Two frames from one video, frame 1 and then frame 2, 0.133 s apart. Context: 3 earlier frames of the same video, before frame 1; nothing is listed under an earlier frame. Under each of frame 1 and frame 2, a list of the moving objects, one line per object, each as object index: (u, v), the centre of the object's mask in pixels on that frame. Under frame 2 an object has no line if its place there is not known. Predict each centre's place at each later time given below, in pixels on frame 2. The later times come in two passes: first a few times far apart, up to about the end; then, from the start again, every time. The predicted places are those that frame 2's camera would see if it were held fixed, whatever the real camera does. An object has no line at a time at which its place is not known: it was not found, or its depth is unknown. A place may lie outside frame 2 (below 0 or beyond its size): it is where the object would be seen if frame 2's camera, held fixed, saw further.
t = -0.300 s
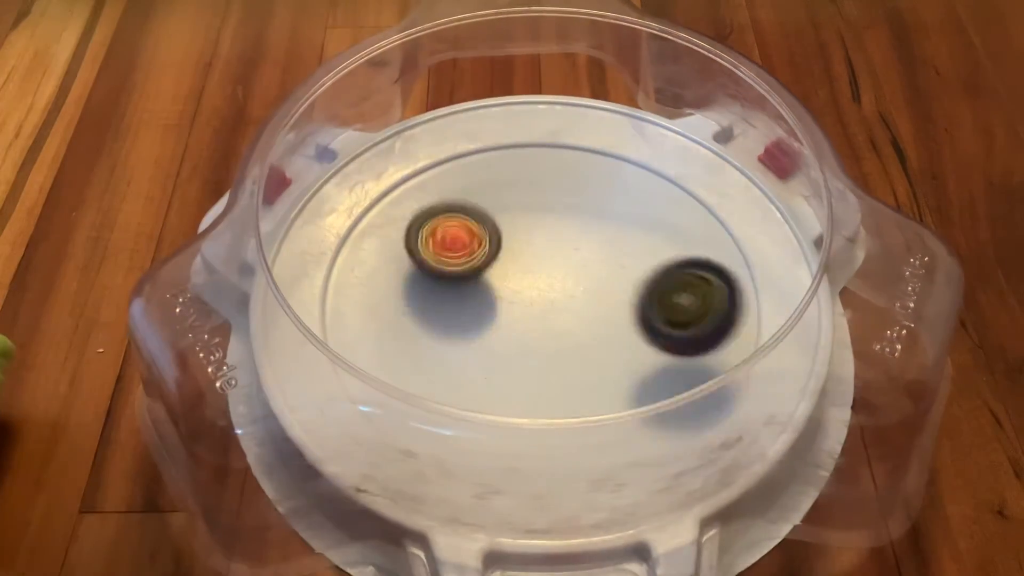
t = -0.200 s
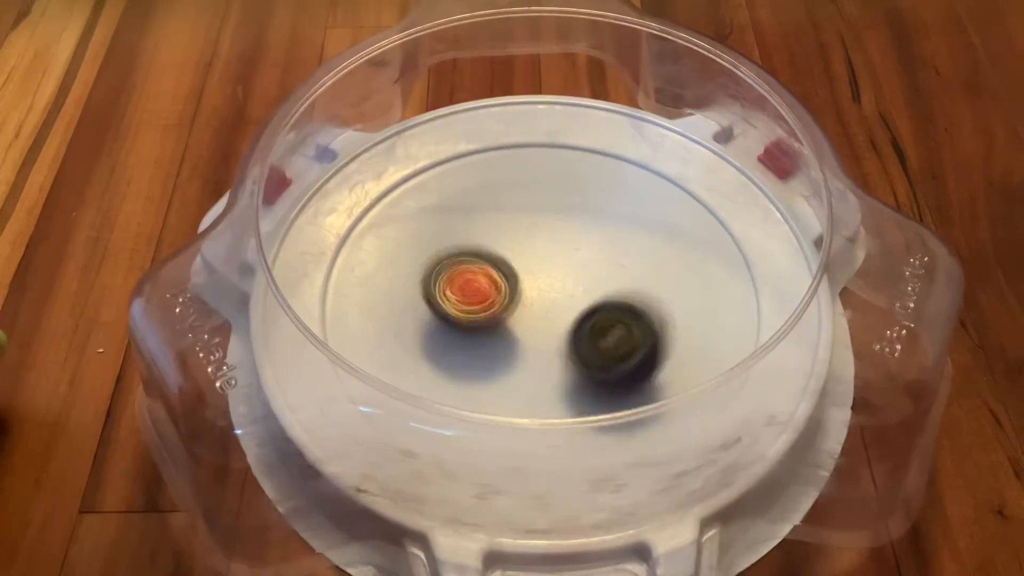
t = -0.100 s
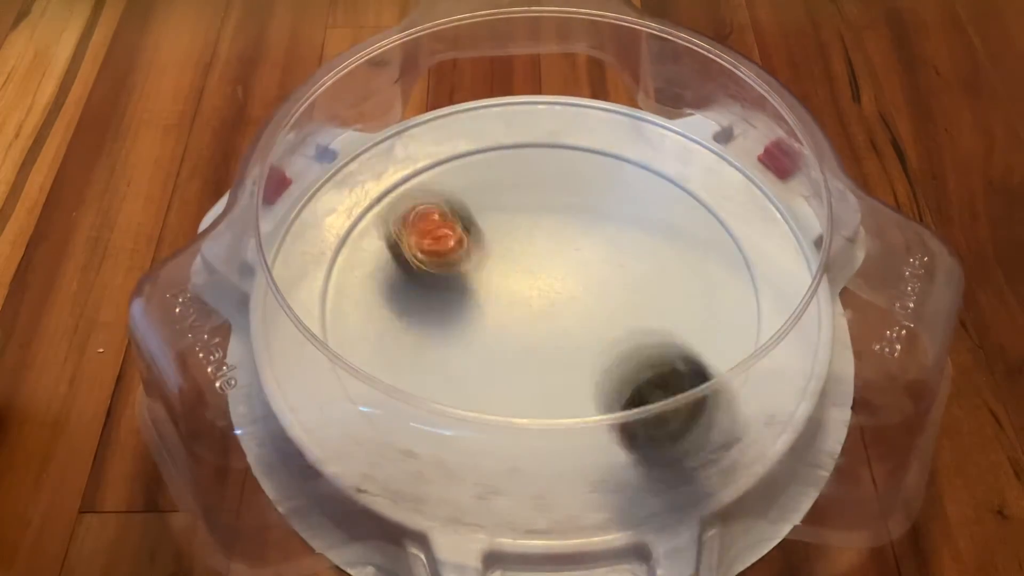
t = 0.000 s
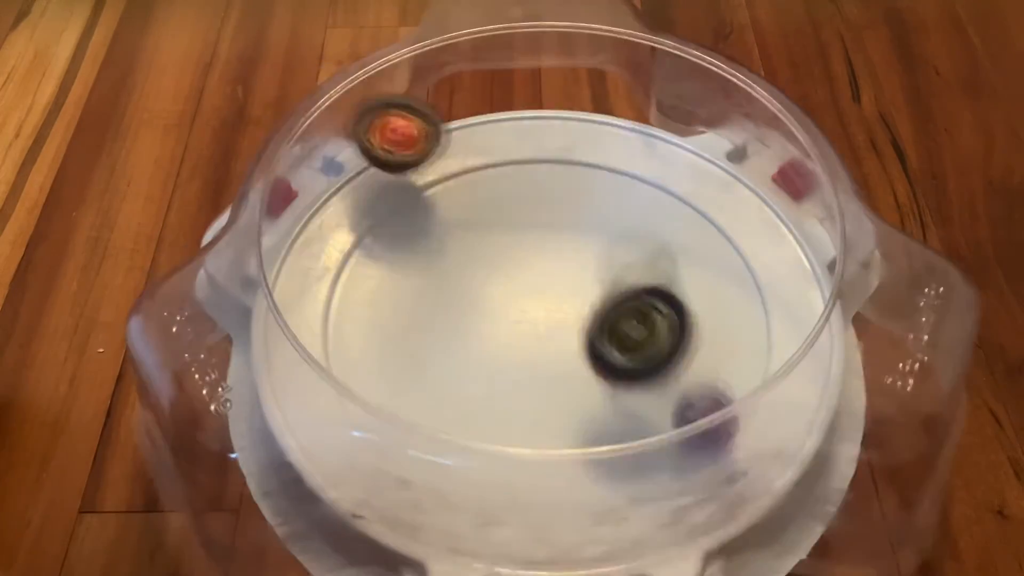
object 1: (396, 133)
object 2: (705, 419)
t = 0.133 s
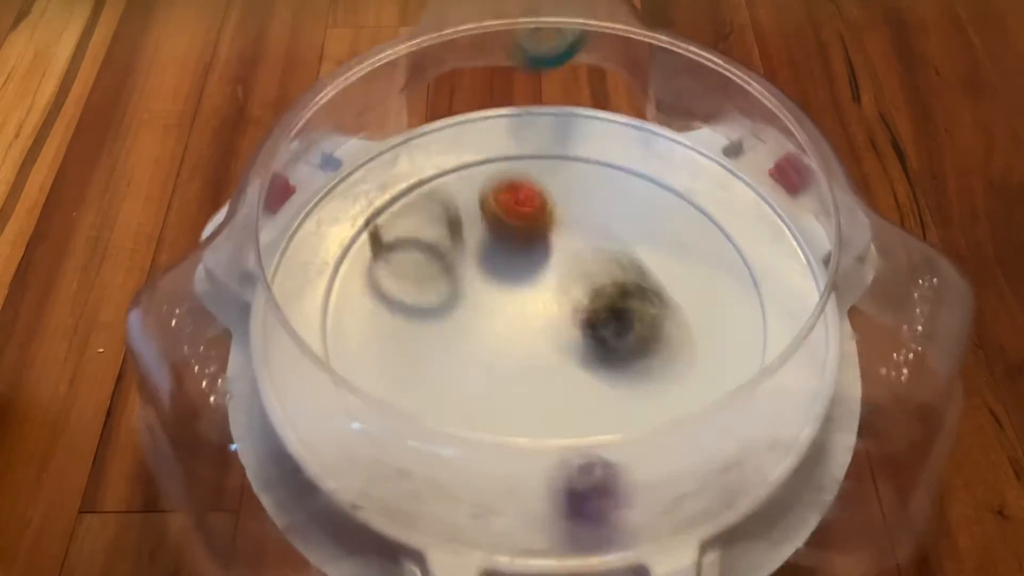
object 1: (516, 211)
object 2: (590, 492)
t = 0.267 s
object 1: (440, 138)
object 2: (441, 365)
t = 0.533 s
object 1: (317, 243)
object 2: (452, 260)
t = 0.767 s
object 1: (379, 291)
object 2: (462, 274)
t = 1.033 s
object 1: (481, 326)
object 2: (545, 297)
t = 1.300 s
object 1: (556, 301)
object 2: (645, 277)
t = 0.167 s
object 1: (514, 185)
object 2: (542, 489)
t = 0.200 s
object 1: (510, 161)
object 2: (503, 467)
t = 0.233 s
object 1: (478, 146)
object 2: (470, 401)
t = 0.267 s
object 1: (440, 138)
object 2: (441, 365)
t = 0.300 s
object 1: (400, 147)
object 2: (414, 346)
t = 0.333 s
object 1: (371, 150)
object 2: (395, 326)
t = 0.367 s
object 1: (355, 172)
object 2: (392, 288)
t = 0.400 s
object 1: (343, 190)
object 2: (388, 263)
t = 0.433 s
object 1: (333, 208)
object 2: (387, 254)
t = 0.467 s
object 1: (325, 221)
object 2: (407, 250)
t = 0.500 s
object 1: (320, 232)
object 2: (428, 249)
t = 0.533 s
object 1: (317, 243)
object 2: (452, 260)
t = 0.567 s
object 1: (317, 251)
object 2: (475, 265)
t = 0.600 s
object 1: (320, 258)
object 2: (499, 270)
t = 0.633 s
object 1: (326, 262)
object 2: (521, 275)
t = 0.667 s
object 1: (335, 268)
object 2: (514, 275)
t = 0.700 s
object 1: (350, 278)
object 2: (495, 273)
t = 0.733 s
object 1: (364, 286)
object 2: (477, 272)
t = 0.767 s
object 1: (379, 291)
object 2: (462, 274)
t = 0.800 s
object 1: (395, 297)
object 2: (455, 277)
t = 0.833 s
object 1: (412, 304)
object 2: (461, 279)
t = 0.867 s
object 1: (429, 314)
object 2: (473, 281)
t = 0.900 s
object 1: (448, 320)
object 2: (486, 282)
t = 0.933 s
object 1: (464, 330)
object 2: (501, 287)
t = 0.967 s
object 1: (465, 329)
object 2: (516, 292)
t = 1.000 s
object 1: (472, 327)
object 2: (530, 294)
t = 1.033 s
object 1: (481, 326)
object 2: (545, 297)
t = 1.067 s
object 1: (492, 324)
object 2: (556, 301)
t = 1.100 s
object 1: (503, 323)
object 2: (567, 304)
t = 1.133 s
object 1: (514, 320)
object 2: (575, 302)
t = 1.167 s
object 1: (523, 317)
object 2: (597, 296)
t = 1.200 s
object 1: (532, 313)
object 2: (613, 290)
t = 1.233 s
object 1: (540, 309)
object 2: (627, 286)
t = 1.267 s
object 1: (548, 305)
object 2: (637, 287)
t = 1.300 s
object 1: (556, 301)
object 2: (645, 277)
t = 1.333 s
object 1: (568, 291)
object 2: (644, 252)
